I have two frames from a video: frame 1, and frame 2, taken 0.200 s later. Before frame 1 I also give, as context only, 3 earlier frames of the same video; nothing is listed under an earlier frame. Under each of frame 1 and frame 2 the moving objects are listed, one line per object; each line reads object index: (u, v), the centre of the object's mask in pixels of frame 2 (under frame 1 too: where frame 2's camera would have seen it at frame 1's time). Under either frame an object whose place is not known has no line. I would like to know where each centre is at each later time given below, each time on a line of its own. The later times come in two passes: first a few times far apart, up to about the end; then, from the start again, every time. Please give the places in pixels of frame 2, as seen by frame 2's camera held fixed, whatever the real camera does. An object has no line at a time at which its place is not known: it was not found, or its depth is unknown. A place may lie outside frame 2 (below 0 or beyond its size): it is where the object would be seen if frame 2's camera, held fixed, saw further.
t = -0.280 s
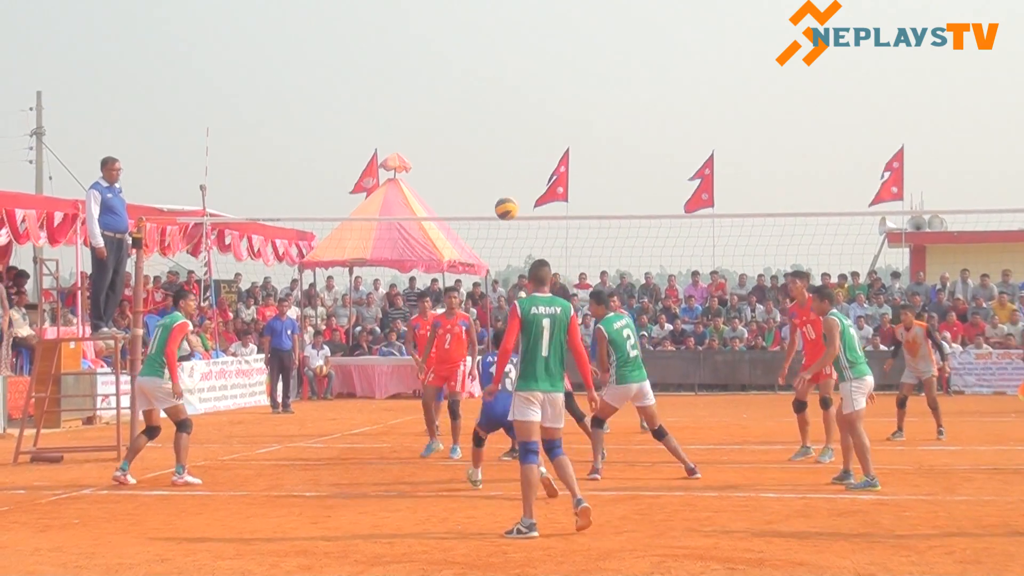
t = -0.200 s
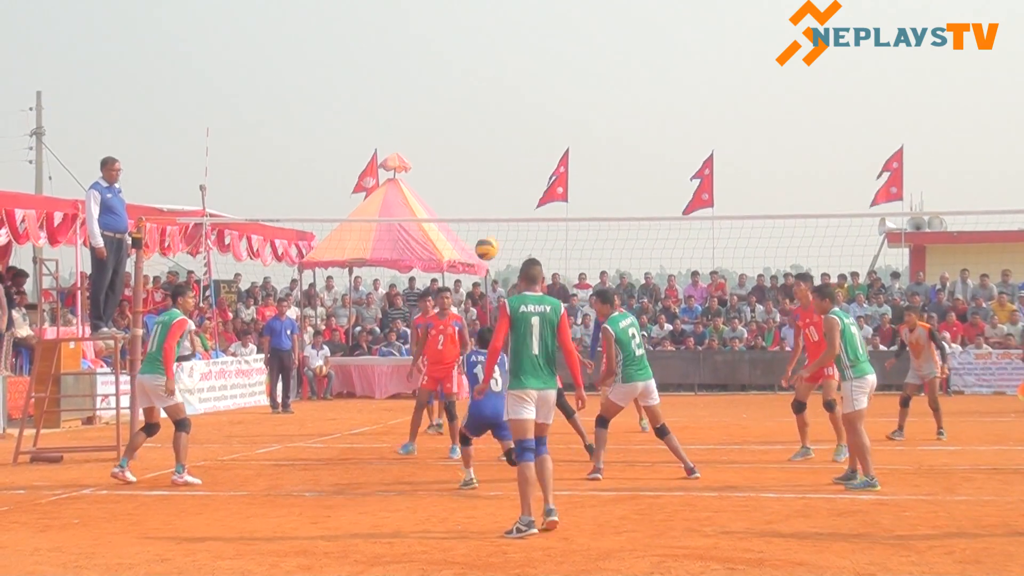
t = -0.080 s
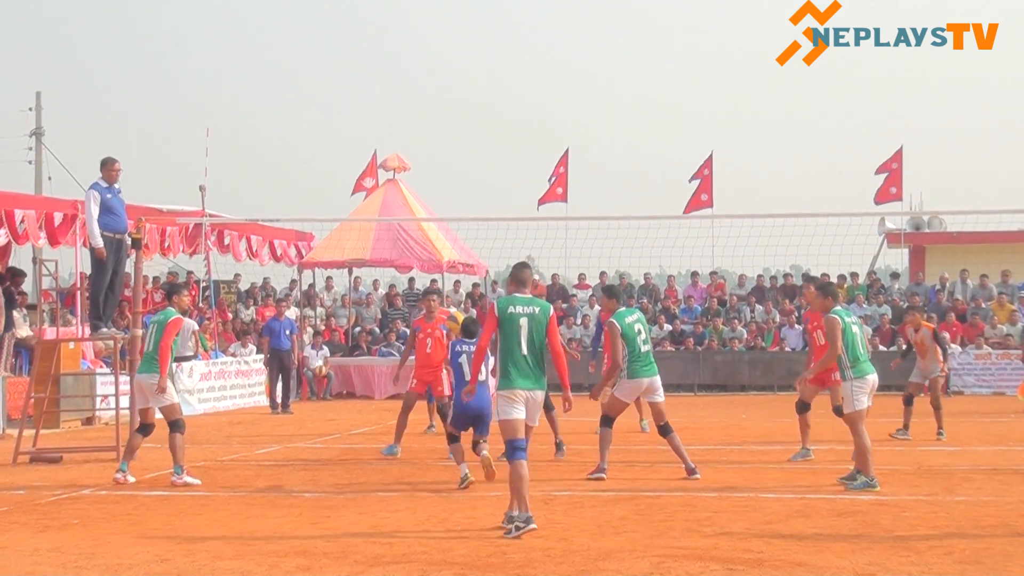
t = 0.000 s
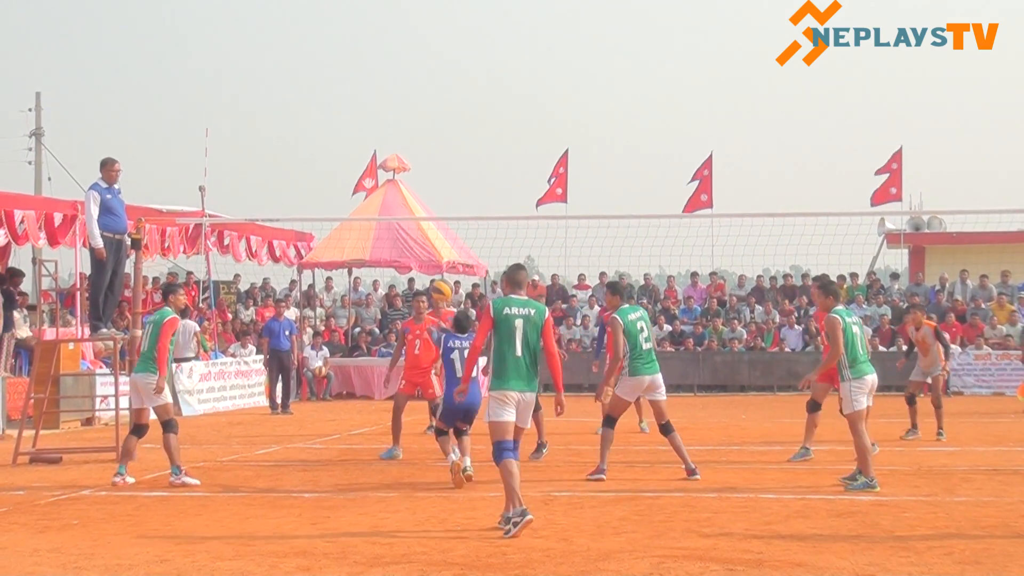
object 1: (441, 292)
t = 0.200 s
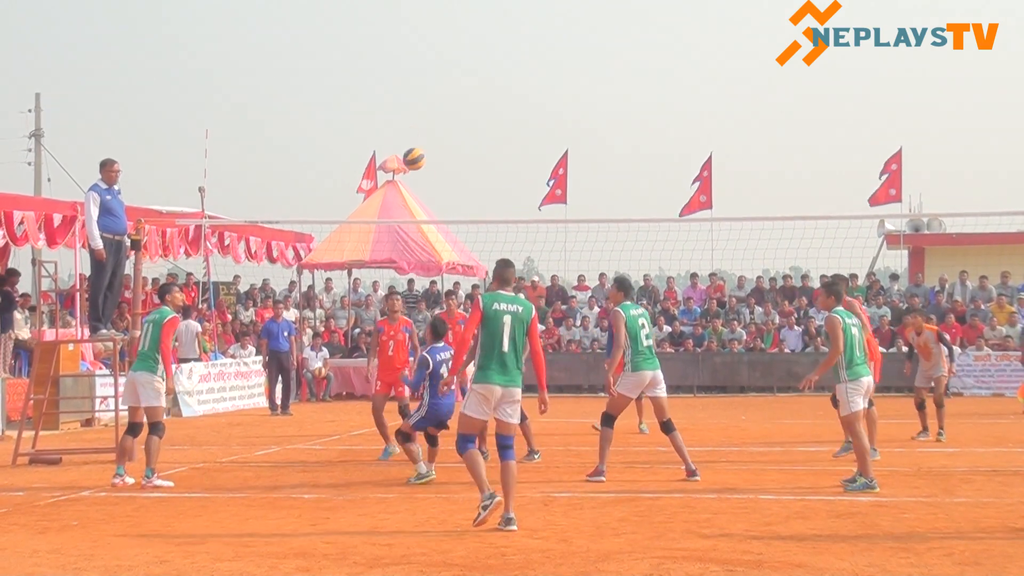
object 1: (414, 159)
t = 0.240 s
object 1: (408, 138)
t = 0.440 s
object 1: (382, 63)
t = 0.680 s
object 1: (350, 30)
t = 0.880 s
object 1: (325, 48)
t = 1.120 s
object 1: (296, 122)
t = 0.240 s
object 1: (408, 138)
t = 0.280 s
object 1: (403, 120)
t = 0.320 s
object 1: (397, 103)
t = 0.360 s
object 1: (392, 88)
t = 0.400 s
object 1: (387, 74)
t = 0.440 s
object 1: (382, 63)
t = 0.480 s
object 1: (376, 53)
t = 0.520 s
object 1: (371, 45)
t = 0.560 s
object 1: (366, 39)
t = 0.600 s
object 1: (361, 34)
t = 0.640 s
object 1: (355, 31)
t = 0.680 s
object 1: (350, 30)
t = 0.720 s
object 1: (345, 31)
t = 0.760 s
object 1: (340, 33)
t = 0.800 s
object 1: (335, 37)
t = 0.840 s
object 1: (330, 42)
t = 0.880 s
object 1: (325, 48)
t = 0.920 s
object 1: (321, 57)
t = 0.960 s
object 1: (316, 67)
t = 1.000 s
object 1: (311, 78)
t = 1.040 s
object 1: (306, 91)
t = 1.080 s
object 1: (301, 106)
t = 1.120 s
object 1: (296, 122)
